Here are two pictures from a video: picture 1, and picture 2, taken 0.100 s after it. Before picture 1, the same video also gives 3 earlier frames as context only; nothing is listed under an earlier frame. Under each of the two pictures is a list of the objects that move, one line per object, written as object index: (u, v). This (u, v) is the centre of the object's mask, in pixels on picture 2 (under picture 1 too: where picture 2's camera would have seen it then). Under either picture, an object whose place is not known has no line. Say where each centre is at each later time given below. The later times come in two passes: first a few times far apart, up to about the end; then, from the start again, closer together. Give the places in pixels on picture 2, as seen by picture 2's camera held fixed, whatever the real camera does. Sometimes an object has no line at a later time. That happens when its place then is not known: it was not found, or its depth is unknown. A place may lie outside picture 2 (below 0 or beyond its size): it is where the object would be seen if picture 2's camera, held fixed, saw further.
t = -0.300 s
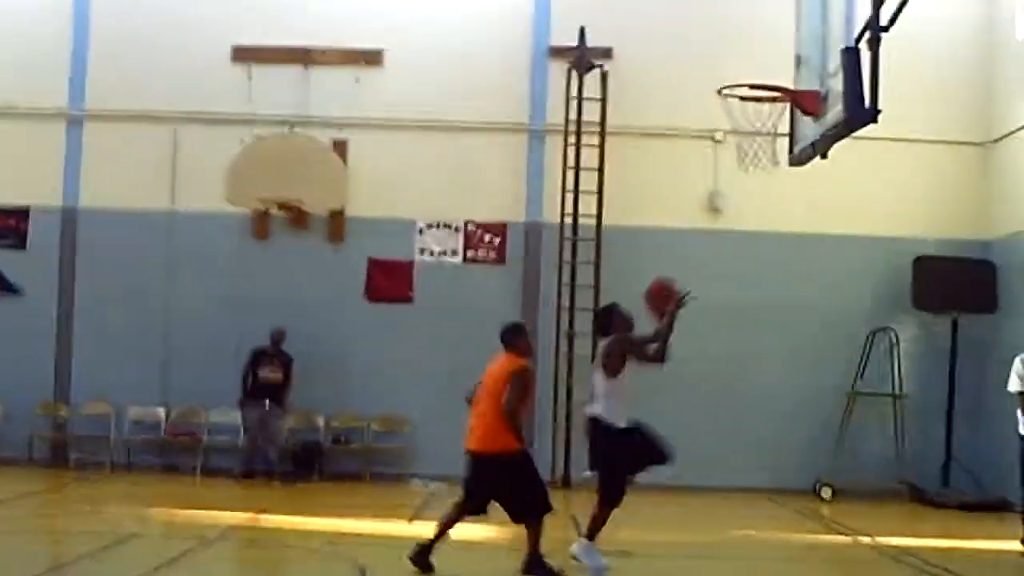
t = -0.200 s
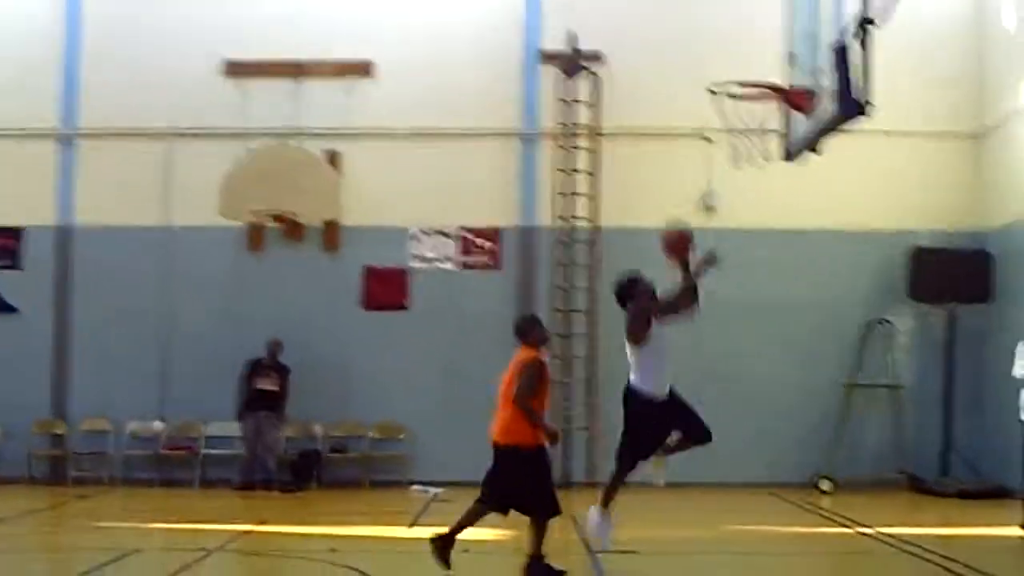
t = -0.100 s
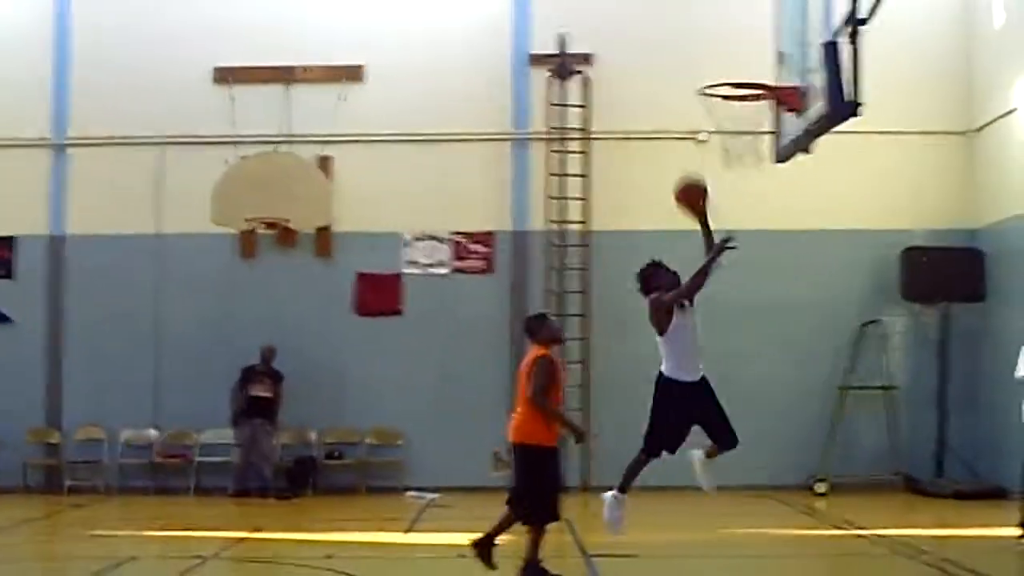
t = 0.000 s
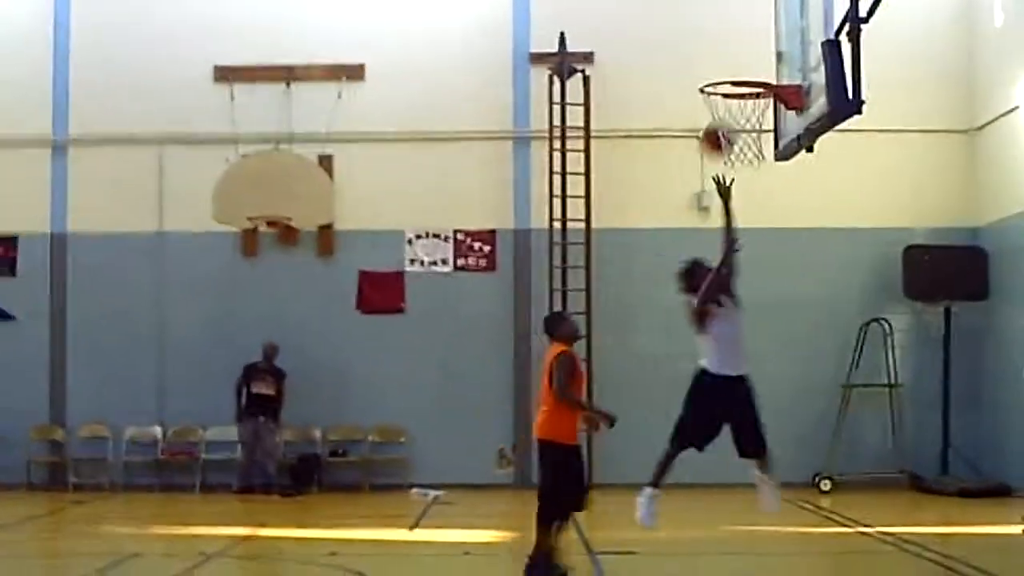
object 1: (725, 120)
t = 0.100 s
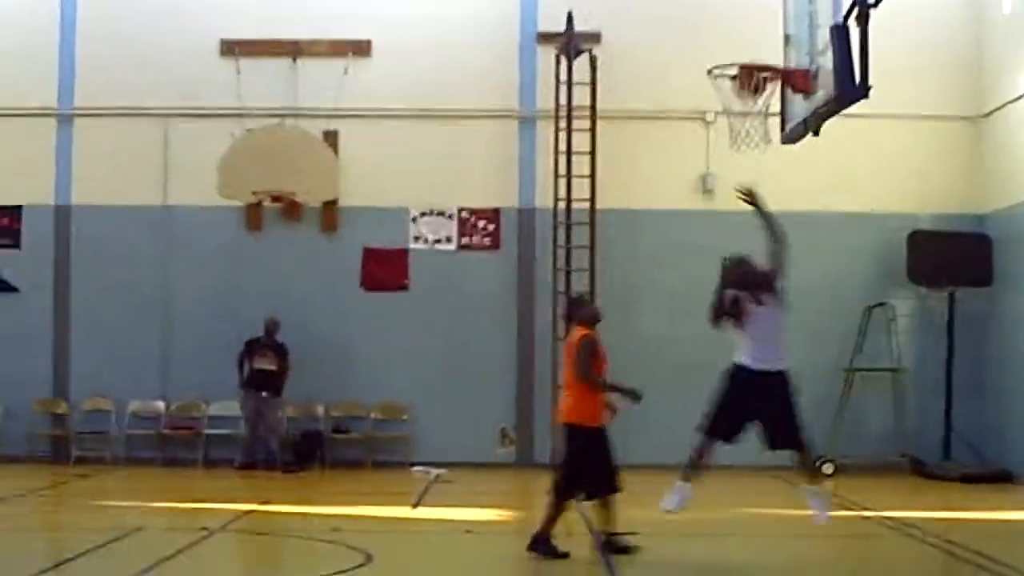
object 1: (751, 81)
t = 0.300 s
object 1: (768, 52)
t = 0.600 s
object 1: (732, 58)
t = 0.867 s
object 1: (731, 114)
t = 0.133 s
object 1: (761, 69)
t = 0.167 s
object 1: (771, 55)
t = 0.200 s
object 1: (779, 52)
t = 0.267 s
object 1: (773, 49)
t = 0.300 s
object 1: (768, 52)
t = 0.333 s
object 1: (761, 53)
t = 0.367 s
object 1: (756, 55)
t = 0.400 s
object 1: (754, 53)
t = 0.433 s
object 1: (749, 52)
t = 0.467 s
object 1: (745, 52)
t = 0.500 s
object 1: (743, 52)
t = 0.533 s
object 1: (738, 54)
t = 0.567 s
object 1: (733, 58)
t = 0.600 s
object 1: (732, 58)
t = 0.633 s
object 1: (734, 60)
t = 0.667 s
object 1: (734, 65)
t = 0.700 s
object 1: (732, 70)
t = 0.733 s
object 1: (731, 76)
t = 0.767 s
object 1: (731, 85)
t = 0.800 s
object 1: (732, 94)
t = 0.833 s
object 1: (731, 104)
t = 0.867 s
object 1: (731, 114)
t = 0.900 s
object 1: (732, 120)
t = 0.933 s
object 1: (731, 128)
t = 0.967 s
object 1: (734, 146)
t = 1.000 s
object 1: (734, 159)
